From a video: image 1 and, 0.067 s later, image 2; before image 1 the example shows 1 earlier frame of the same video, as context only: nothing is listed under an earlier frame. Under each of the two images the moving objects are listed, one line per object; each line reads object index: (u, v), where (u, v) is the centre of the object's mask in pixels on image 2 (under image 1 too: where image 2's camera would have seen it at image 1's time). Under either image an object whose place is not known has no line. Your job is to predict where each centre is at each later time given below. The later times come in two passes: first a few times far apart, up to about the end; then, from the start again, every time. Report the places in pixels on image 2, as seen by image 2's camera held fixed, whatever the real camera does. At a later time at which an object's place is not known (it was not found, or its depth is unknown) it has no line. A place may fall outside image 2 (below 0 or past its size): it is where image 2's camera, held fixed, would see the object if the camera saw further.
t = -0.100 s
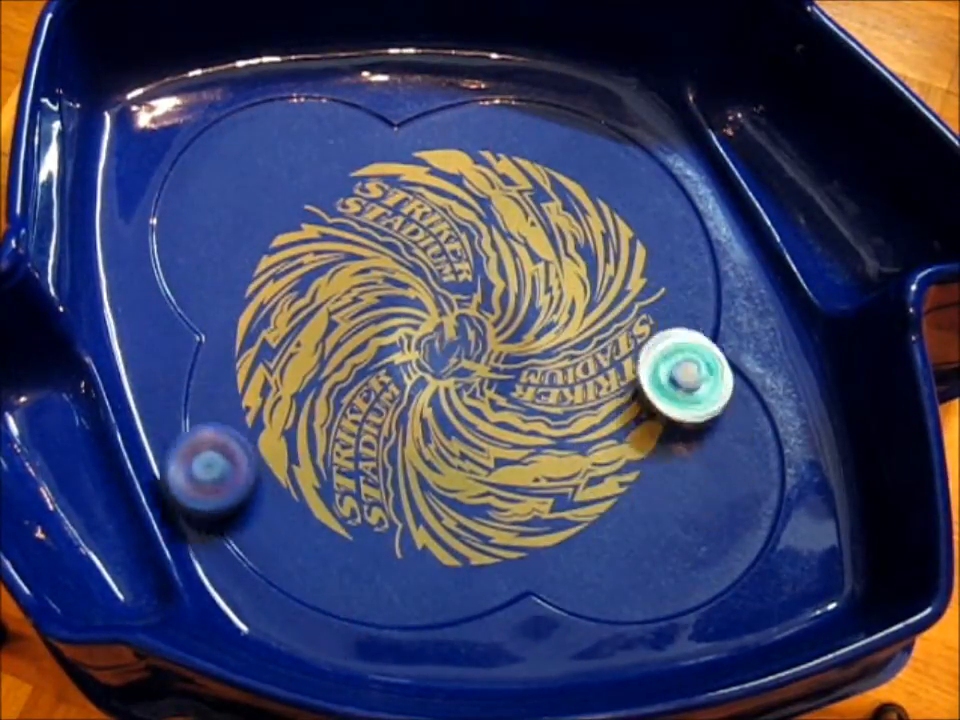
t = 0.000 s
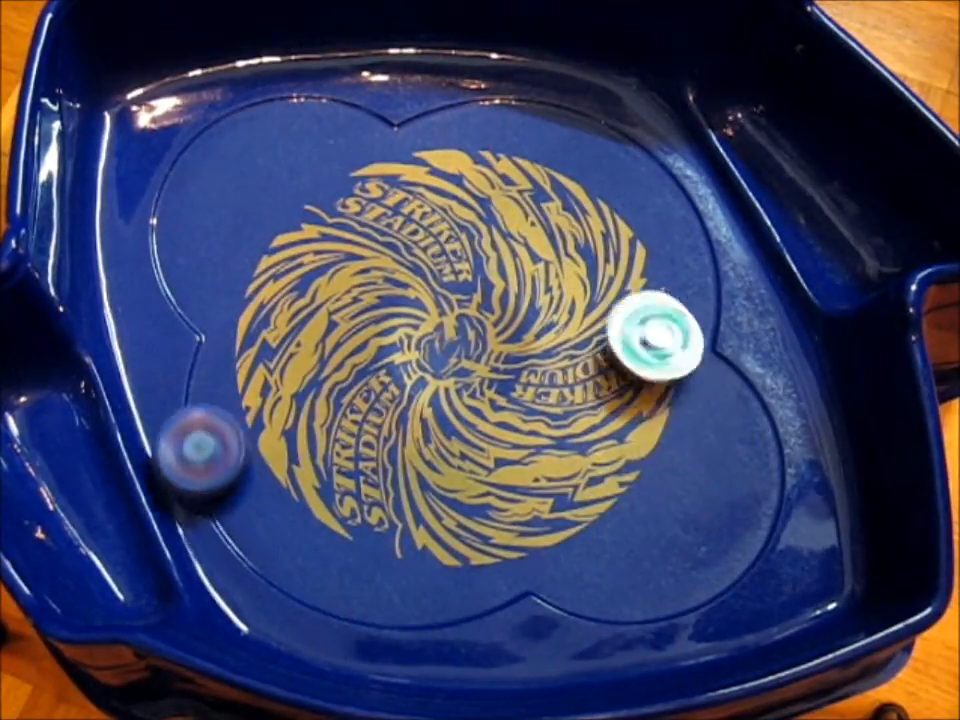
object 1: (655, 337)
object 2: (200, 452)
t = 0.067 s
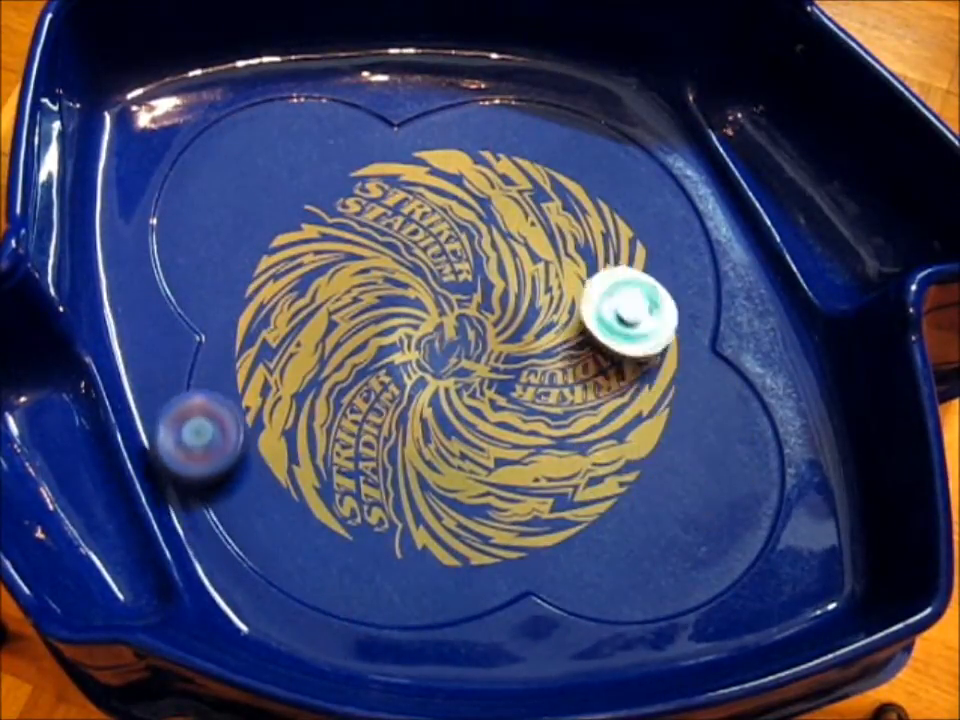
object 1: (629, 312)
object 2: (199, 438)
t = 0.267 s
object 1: (538, 254)
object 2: (211, 384)
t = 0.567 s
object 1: (395, 200)
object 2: (270, 299)
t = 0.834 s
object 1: (399, 114)
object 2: (268, 279)
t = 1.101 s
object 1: (490, 122)
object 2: (300, 280)
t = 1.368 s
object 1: (539, 204)
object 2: (369, 261)
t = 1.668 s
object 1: (467, 317)
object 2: (439, 196)
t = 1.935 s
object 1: (351, 485)
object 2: (400, 121)
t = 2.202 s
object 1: (233, 538)
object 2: (383, 118)
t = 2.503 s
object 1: (292, 580)
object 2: (440, 160)
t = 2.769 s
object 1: (294, 508)
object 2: (545, 207)
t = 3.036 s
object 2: (640, 234)
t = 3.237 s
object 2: (663, 241)
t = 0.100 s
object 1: (614, 301)
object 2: (200, 430)
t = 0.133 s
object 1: (600, 290)
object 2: (201, 421)
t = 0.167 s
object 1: (583, 280)
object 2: (202, 411)
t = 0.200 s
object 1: (569, 272)
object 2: (204, 401)
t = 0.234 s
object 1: (553, 262)
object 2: (207, 394)
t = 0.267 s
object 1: (538, 254)
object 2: (211, 384)
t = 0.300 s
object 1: (522, 247)
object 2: (215, 376)
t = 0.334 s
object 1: (506, 238)
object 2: (222, 368)
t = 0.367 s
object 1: (491, 232)
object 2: (227, 360)
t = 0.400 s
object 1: (475, 224)
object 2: (231, 353)
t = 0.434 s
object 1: (459, 218)
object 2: (235, 343)
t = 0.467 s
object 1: (442, 213)
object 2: (241, 333)
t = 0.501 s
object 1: (426, 208)
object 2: (250, 322)
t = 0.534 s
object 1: (411, 204)
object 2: (261, 312)
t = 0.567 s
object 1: (395, 200)
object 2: (270, 299)
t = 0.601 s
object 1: (380, 197)
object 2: (278, 288)
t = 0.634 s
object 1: (365, 195)
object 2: (287, 277)
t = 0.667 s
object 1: (353, 192)
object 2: (297, 267)
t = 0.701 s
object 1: (364, 169)
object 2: (289, 271)
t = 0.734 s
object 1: (382, 142)
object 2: (278, 278)
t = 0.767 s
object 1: (388, 126)
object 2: (270, 279)
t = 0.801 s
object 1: (395, 117)
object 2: (267, 279)
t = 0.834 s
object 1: (399, 114)
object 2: (268, 279)
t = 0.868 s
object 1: (403, 110)
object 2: (270, 279)
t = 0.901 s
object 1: (411, 105)
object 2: (273, 281)
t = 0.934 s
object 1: (425, 103)
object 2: (276, 282)
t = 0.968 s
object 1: (441, 106)
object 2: (280, 282)
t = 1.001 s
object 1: (453, 110)
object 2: (284, 280)
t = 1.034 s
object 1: (465, 113)
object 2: (287, 279)
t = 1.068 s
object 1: (478, 116)
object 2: (293, 280)
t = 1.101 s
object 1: (490, 122)
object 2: (300, 280)
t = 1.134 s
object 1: (501, 129)
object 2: (308, 280)
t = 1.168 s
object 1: (511, 137)
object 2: (315, 279)
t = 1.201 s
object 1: (520, 146)
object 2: (323, 278)
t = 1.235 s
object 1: (527, 156)
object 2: (330, 276)
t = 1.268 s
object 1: (532, 168)
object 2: (340, 272)
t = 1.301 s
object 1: (536, 180)
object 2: (349, 271)
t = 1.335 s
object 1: (538, 194)
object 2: (358, 266)
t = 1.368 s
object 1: (539, 204)
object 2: (369, 261)
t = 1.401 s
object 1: (537, 217)
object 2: (377, 255)
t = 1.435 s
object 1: (535, 228)
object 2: (385, 249)
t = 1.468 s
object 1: (530, 239)
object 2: (392, 243)
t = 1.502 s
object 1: (524, 250)
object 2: (399, 238)
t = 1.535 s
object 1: (517, 260)
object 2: (406, 236)
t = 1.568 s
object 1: (509, 268)
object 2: (414, 231)
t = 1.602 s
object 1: (498, 276)
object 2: (422, 225)
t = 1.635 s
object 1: (485, 282)
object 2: (433, 222)
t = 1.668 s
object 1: (467, 317)
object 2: (439, 196)
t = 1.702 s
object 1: (452, 350)
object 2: (442, 169)
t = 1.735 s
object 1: (440, 370)
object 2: (442, 151)
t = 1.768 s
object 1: (423, 396)
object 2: (438, 134)
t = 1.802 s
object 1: (409, 418)
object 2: (432, 118)
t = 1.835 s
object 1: (394, 434)
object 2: (425, 108)
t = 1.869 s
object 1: (379, 456)
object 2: (416, 112)
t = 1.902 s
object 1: (366, 469)
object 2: (408, 116)
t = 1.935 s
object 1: (351, 485)
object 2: (400, 121)
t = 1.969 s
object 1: (332, 490)
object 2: (392, 125)
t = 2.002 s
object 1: (316, 493)
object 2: (387, 129)
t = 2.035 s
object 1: (298, 496)
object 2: (386, 129)
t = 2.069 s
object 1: (279, 499)
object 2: (386, 127)
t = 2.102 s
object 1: (263, 506)
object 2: (386, 122)
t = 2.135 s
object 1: (248, 515)
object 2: (387, 119)
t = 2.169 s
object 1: (238, 527)
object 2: (386, 117)
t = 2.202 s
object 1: (233, 538)
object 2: (383, 118)
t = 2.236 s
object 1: (230, 548)
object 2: (385, 119)
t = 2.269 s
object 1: (233, 557)
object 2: (388, 122)
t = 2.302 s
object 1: (239, 566)
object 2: (393, 127)
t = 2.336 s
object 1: (245, 573)
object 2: (400, 131)
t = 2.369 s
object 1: (253, 578)
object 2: (407, 136)
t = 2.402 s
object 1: (261, 582)
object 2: (414, 141)
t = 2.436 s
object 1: (273, 586)
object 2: (422, 147)
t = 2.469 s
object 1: (285, 584)
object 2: (431, 153)
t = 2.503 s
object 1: (292, 580)
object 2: (440, 160)
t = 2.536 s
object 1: (305, 572)
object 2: (452, 166)
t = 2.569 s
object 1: (314, 561)
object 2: (464, 173)
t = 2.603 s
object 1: (318, 548)
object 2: (476, 180)
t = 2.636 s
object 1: (318, 535)
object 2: (490, 185)
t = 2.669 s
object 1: (313, 523)
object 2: (504, 190)
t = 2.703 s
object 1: (308, 514)
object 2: (519, 197)
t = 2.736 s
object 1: (299, 508)
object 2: (532, 202)
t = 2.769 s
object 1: (294, 508)
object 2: (545, 207)
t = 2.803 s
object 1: (291, 509)
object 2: (560, 213)
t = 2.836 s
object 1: (289, 510)
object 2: (574, 216)
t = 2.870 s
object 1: (289, 510)
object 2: (586, 219)
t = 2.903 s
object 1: (291, 509)
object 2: (599, 221)
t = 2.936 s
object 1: (294, 508)
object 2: (610, 225)
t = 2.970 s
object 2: (621, 228)
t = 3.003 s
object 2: (631, 231)
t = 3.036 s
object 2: (640, 234)
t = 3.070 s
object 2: (649, 236)
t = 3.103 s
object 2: (656, 236)
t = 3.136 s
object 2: (660, 236)
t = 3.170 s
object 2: (662, 237)
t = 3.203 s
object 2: (662, 238)
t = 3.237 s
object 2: (663, 241)
